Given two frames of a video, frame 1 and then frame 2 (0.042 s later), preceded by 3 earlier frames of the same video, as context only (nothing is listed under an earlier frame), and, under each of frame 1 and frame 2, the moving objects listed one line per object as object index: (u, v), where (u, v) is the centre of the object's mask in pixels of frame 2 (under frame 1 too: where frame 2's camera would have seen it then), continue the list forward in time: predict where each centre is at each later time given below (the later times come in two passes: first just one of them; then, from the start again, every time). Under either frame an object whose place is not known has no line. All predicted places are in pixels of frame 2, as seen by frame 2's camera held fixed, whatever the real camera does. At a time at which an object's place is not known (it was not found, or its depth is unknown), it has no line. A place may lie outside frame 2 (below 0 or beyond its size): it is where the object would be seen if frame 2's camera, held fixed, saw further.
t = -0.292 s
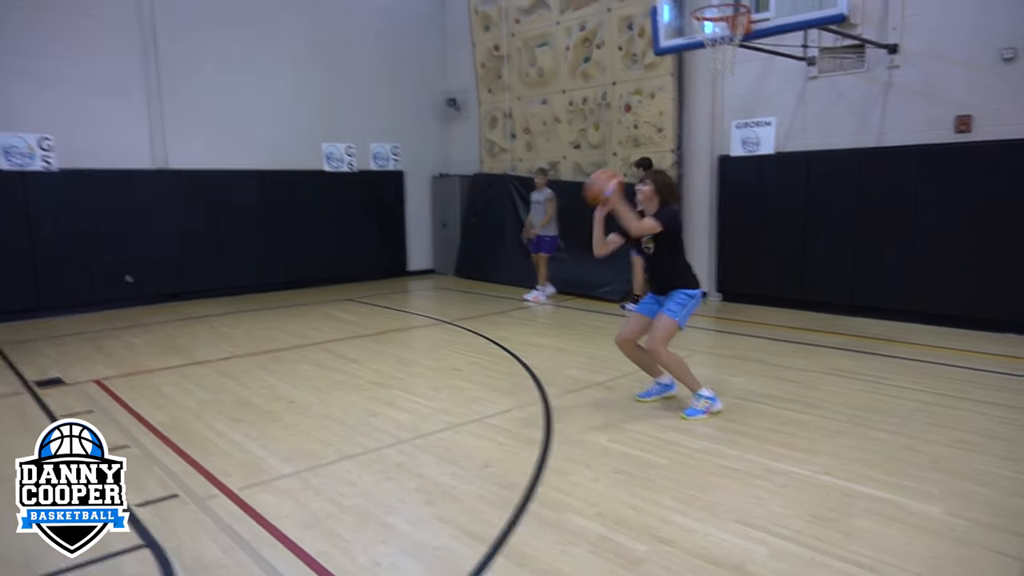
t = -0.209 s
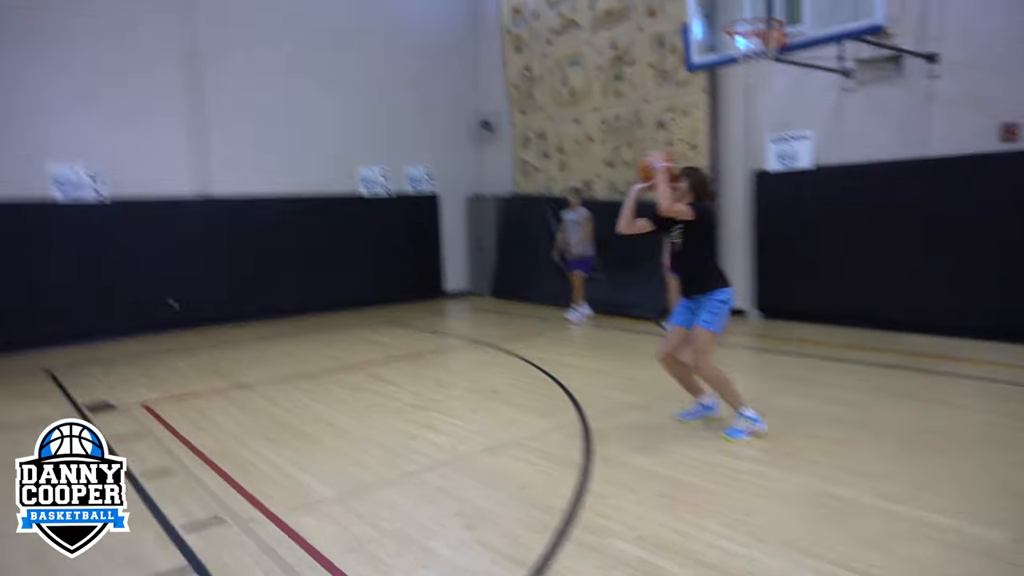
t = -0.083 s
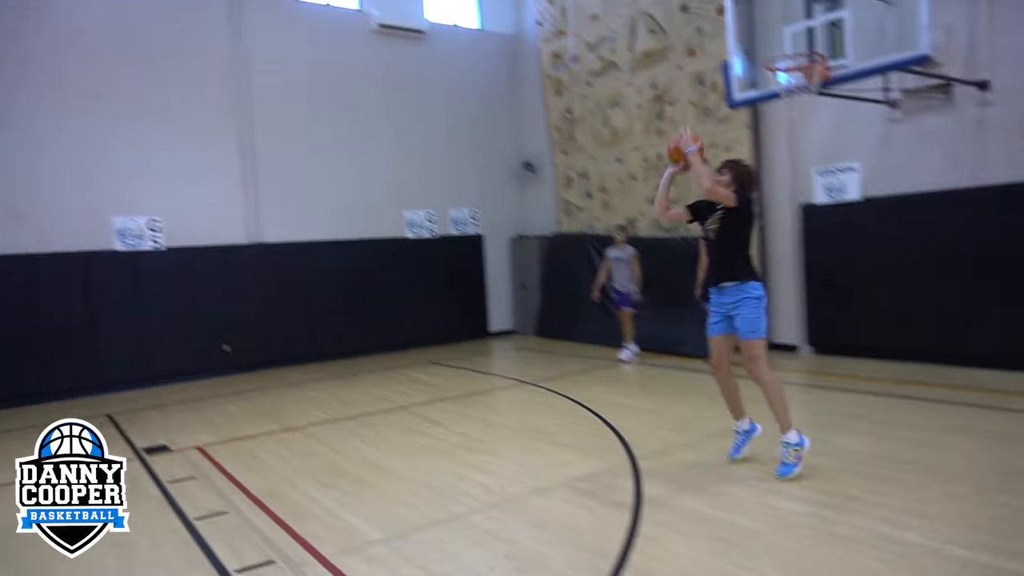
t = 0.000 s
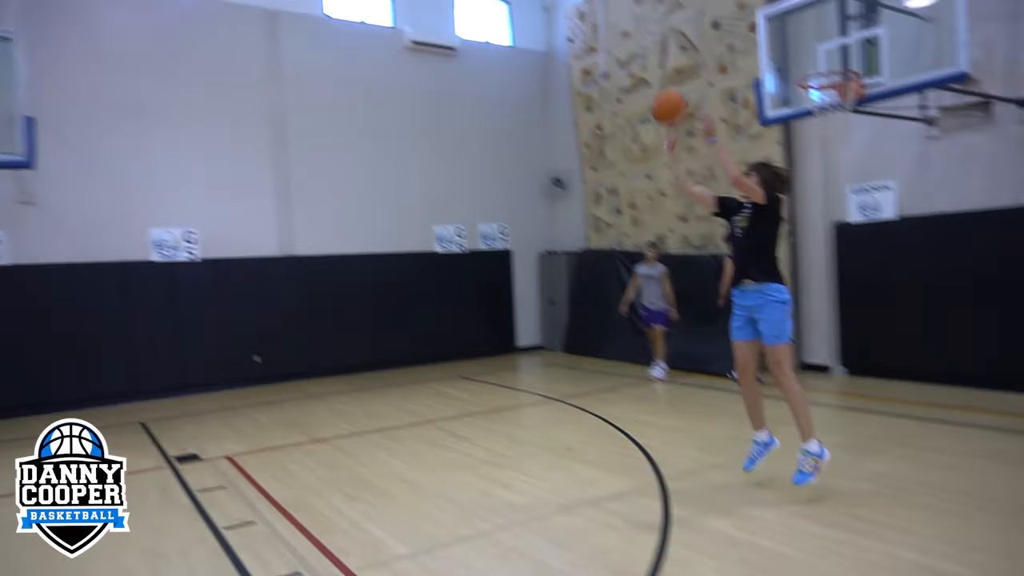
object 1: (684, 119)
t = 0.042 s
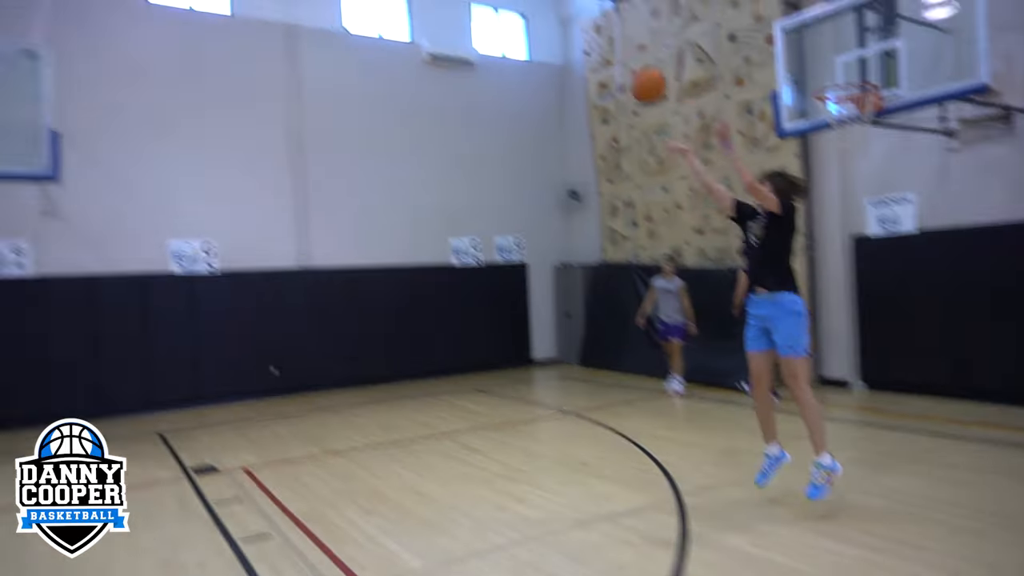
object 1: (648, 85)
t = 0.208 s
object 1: (510, -21)
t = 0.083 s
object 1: (613, 54)
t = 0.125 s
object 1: (576, 26)
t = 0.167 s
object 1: (544, 1)
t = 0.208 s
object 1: (510, -21)
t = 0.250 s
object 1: (477, -40)
